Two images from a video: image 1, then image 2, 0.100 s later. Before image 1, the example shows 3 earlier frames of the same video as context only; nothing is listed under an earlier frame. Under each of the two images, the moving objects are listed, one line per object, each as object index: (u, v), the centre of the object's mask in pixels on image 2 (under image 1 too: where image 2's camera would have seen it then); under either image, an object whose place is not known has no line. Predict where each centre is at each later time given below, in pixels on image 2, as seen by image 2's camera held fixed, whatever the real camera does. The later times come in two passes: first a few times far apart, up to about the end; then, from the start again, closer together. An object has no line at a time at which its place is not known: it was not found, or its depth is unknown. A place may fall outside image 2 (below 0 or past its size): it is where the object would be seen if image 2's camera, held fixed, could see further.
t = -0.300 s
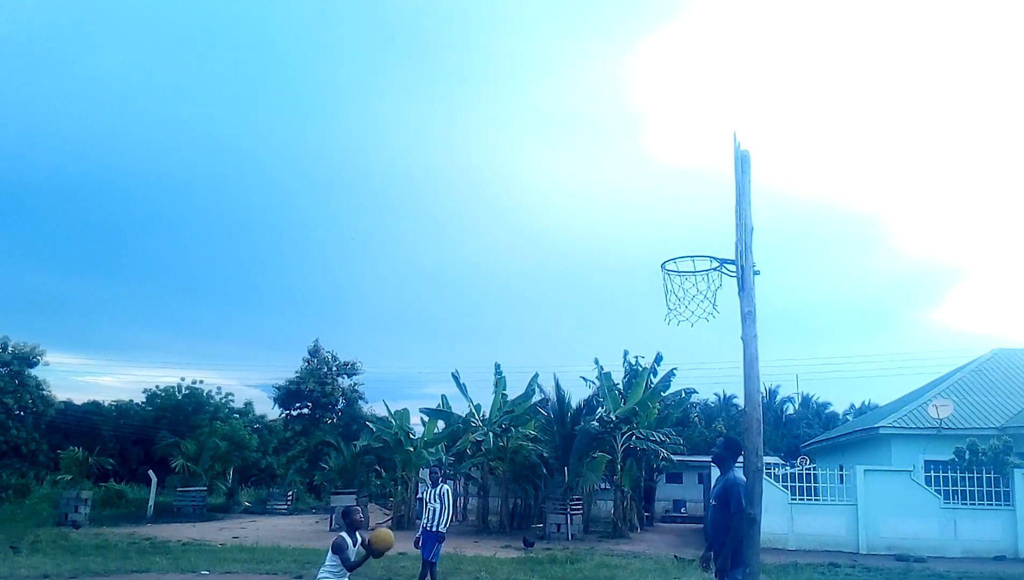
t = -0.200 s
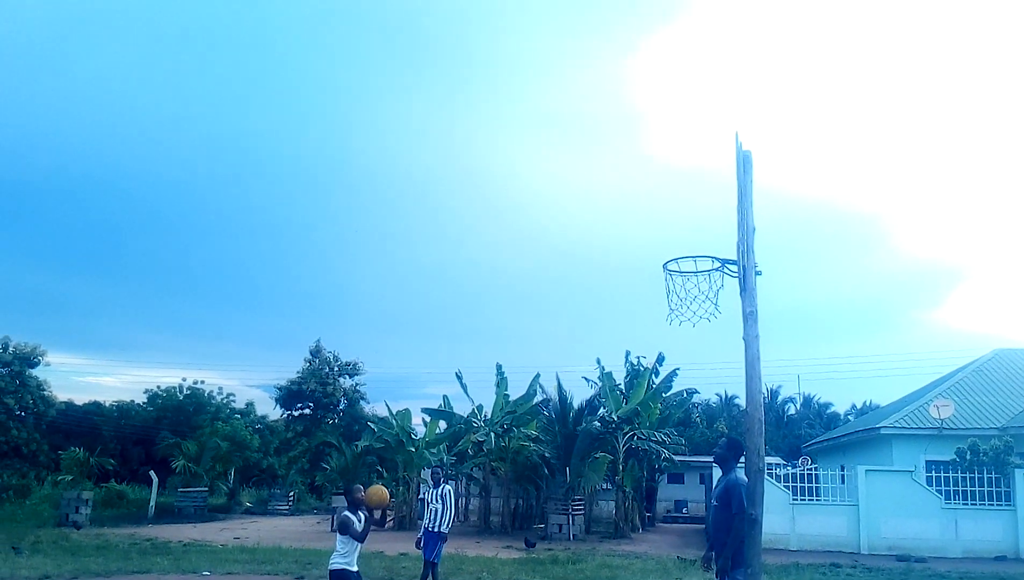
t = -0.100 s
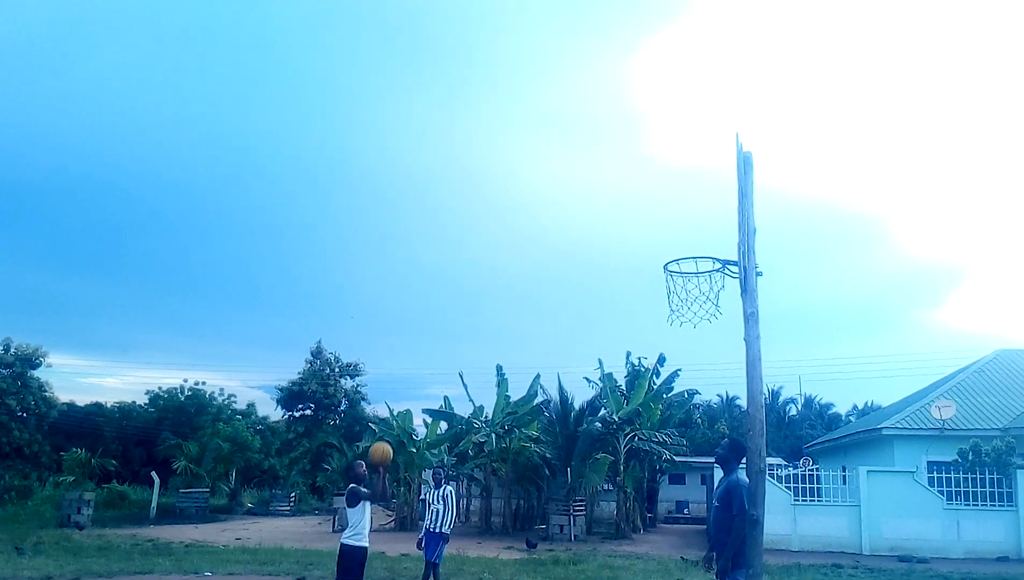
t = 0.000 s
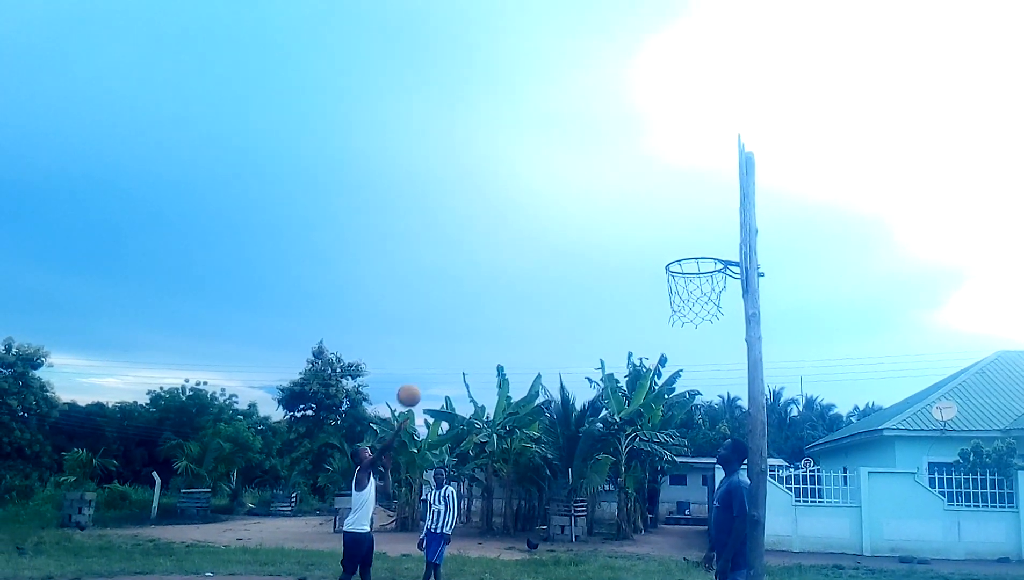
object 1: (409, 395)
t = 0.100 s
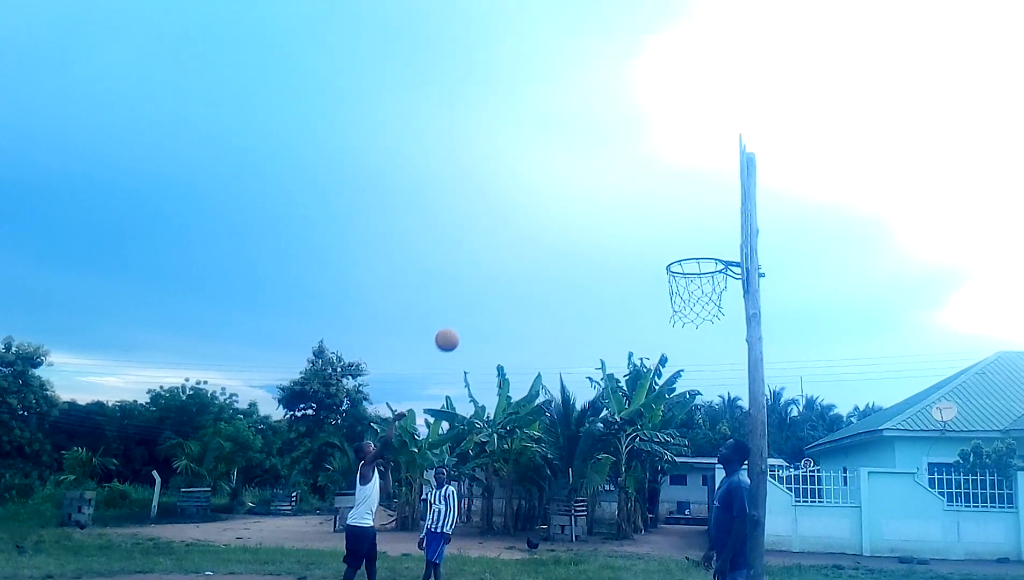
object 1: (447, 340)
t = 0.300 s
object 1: (520, 262)
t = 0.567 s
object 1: (621, 217)
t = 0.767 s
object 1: (705, 233)
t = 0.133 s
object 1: (459, 324)
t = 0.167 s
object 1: (471, 310)
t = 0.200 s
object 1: (484, 296)
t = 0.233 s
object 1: (496, 283)
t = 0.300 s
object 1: (520, 262)
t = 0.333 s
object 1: (533, 252)
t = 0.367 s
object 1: (547, 243)
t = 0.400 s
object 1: (560, 236)
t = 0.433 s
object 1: (572, 230)
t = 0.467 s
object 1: (583, 225)
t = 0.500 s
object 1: (595, 222)
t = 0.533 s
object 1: (608, 219)
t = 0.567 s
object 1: (621, 217)
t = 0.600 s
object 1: (635, 217)
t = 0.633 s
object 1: (650, 217)
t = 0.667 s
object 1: (663, 220)
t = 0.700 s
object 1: (677, 223)
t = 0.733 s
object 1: (691, 227)
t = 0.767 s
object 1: (705, 233)
